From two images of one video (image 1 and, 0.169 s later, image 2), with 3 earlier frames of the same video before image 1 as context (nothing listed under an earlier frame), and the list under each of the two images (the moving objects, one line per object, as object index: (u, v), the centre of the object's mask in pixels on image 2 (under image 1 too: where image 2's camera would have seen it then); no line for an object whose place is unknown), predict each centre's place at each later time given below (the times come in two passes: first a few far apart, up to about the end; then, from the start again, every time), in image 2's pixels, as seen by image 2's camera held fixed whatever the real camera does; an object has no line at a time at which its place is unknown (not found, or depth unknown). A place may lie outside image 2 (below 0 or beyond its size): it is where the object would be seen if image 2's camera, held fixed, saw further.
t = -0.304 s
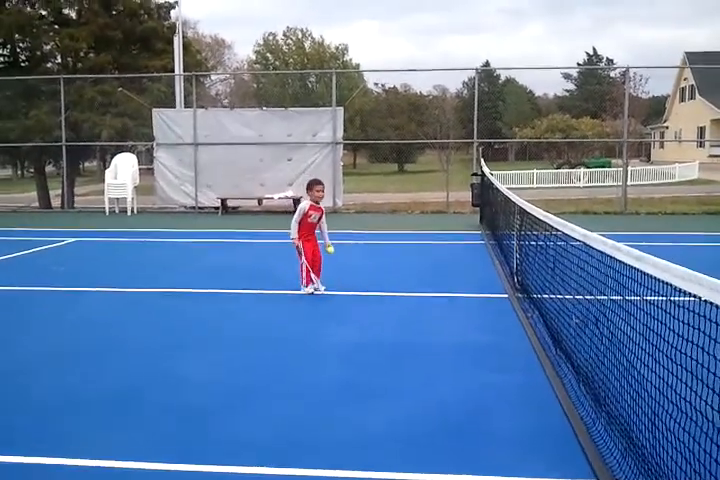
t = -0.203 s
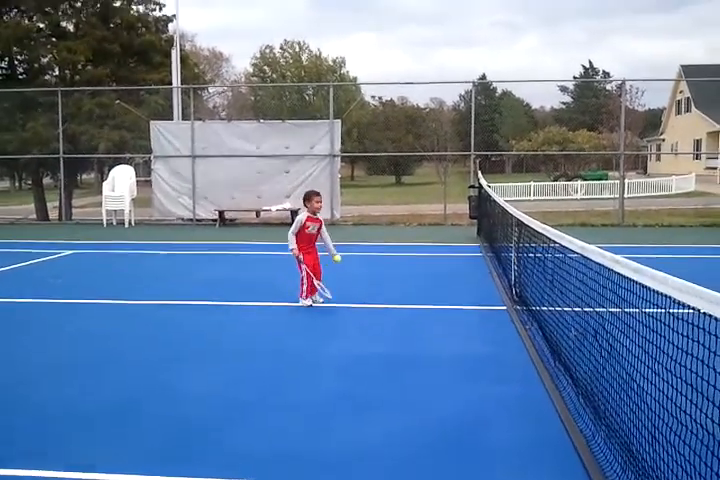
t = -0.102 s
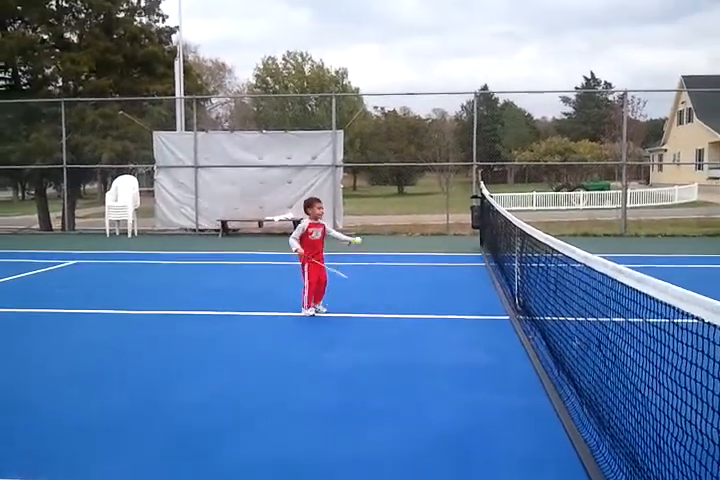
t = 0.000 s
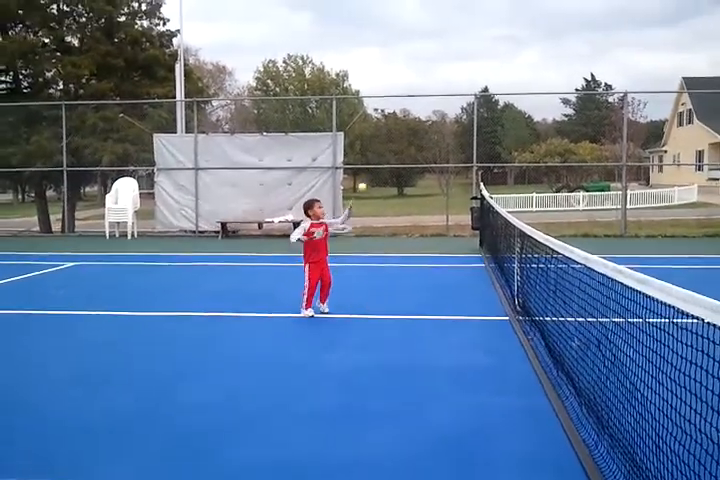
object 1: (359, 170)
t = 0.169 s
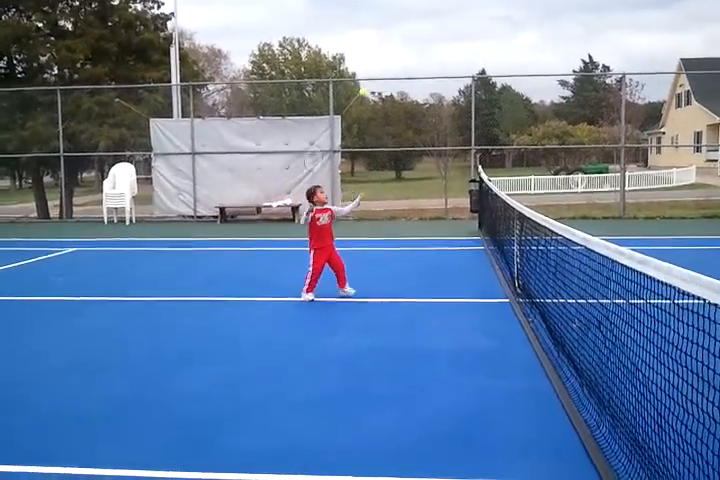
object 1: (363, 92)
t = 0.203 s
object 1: (363, 79)
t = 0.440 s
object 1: (370, 19)
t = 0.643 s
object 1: (375, 27)
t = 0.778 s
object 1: (378, 61)
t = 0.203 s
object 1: (363, 79)
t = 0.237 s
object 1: (364, 69)
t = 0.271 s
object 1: (365, 58)
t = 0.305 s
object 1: (366, 49)
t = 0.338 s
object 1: (366, 40)
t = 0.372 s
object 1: (367, 34)
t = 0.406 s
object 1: (367, 28)
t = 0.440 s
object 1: (370, 19)
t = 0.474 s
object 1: (371, 17)
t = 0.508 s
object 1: (371, 17)
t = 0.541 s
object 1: (371, 17)
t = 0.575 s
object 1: (373, 19)
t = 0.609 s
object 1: (373, 22)
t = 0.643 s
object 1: (375, 27)
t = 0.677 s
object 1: (376, 34)
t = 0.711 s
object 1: (377, 41)
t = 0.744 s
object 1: (377, 51)
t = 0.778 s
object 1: (378, 61)
